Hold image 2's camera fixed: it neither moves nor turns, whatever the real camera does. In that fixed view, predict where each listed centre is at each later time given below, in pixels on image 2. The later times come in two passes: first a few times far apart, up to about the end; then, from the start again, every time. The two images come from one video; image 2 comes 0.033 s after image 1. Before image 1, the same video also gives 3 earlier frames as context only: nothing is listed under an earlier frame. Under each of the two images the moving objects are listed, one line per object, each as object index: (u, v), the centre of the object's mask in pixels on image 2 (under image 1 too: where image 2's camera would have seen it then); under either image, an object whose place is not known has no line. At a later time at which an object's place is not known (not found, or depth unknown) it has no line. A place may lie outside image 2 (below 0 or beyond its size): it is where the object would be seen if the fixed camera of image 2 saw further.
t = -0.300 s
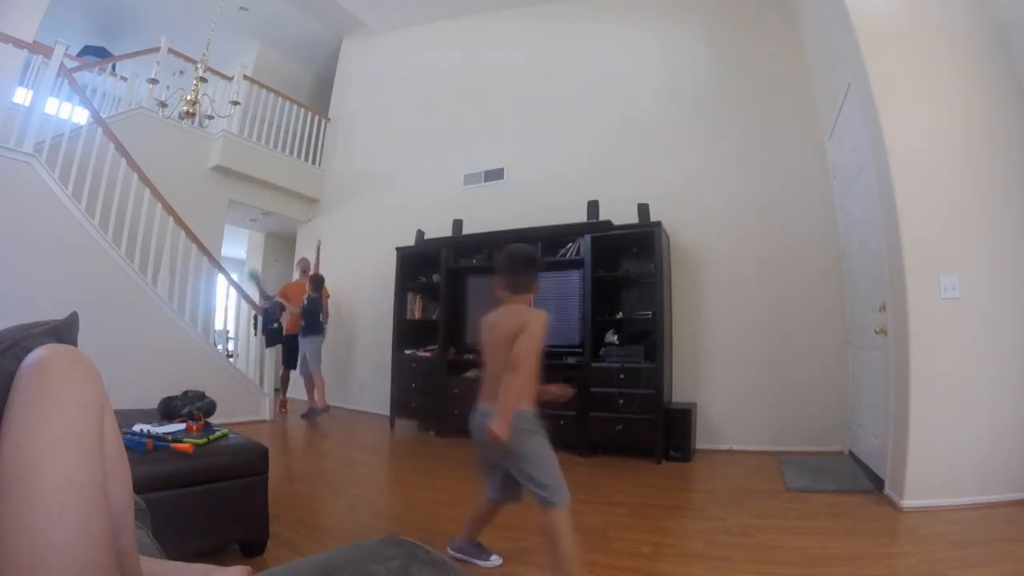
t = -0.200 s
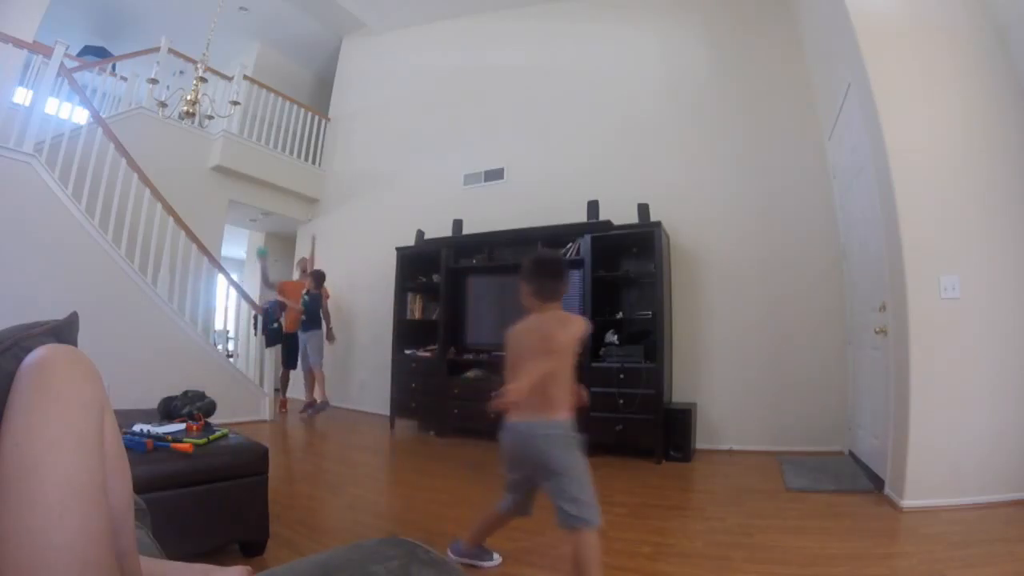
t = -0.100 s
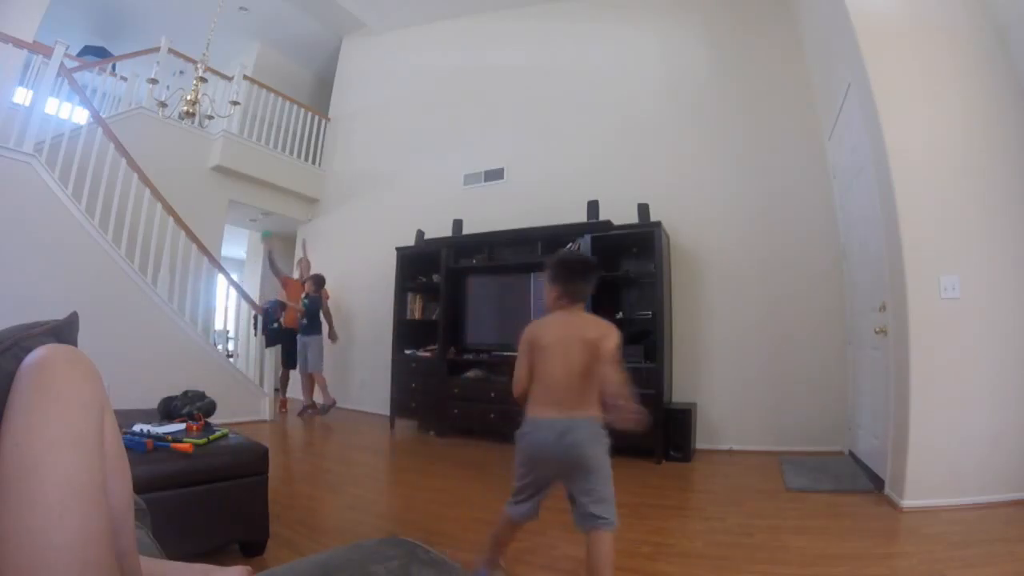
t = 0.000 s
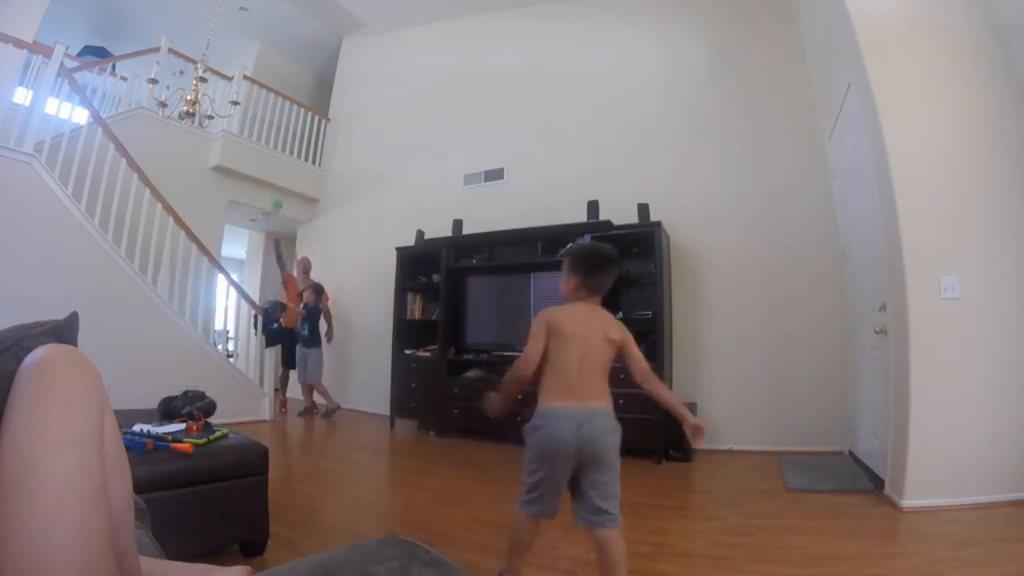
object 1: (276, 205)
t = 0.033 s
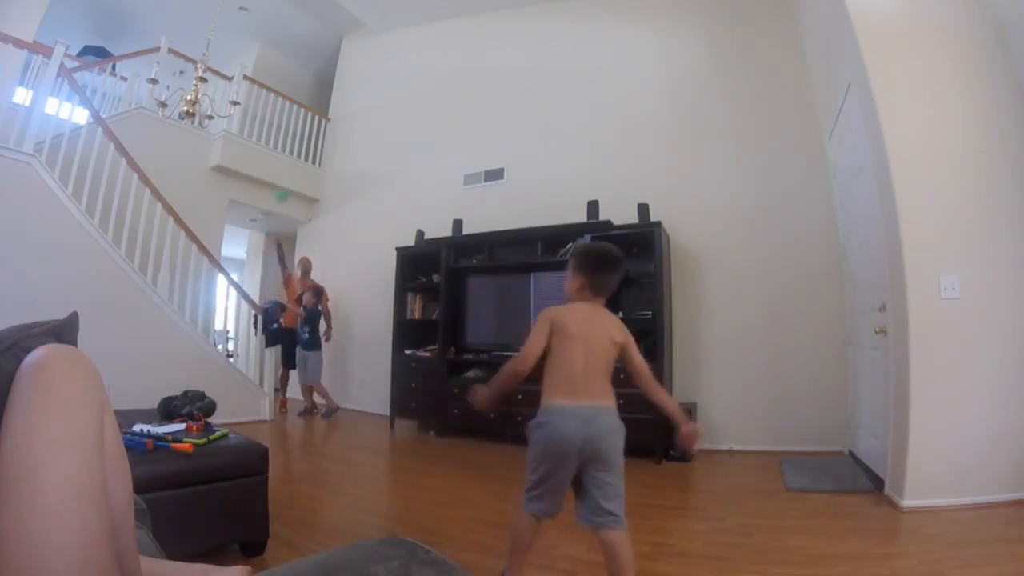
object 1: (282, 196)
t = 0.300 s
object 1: (320, 155)
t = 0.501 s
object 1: (361, 170)
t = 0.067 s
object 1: (287, 187)
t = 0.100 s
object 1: (290, 181)
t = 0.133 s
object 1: (295, 175)
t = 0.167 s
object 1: (301, 169)
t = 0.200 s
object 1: (306, 163)
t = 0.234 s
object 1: (309, 161)
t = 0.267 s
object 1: (315, 157)
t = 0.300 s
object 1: (320, 155)
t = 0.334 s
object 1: (327, 153)
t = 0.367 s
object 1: (333, 153)
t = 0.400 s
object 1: (339, 154)
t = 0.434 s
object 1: (346, 157)
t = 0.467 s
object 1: (353, 162)
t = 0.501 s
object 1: (361, 170)
